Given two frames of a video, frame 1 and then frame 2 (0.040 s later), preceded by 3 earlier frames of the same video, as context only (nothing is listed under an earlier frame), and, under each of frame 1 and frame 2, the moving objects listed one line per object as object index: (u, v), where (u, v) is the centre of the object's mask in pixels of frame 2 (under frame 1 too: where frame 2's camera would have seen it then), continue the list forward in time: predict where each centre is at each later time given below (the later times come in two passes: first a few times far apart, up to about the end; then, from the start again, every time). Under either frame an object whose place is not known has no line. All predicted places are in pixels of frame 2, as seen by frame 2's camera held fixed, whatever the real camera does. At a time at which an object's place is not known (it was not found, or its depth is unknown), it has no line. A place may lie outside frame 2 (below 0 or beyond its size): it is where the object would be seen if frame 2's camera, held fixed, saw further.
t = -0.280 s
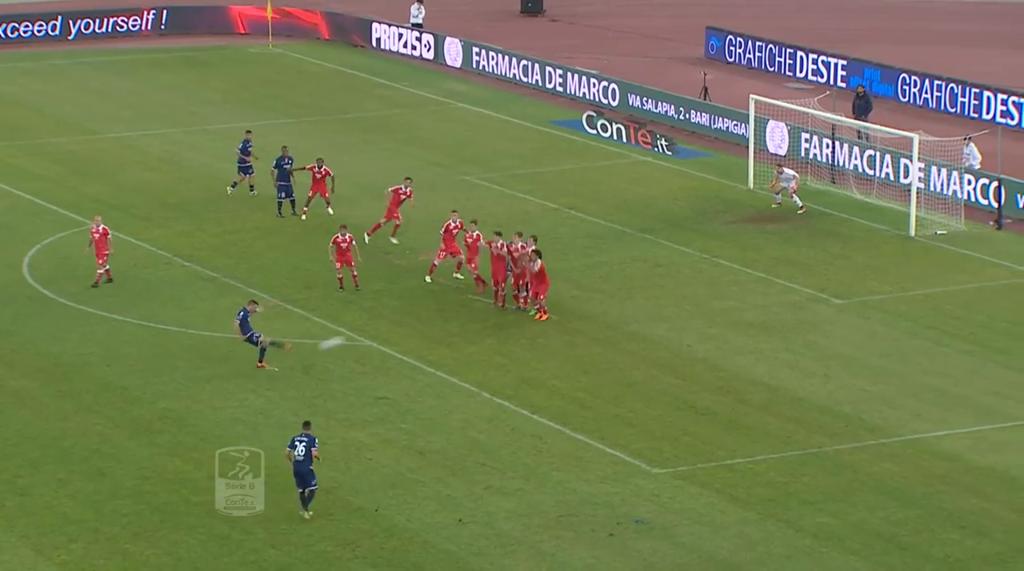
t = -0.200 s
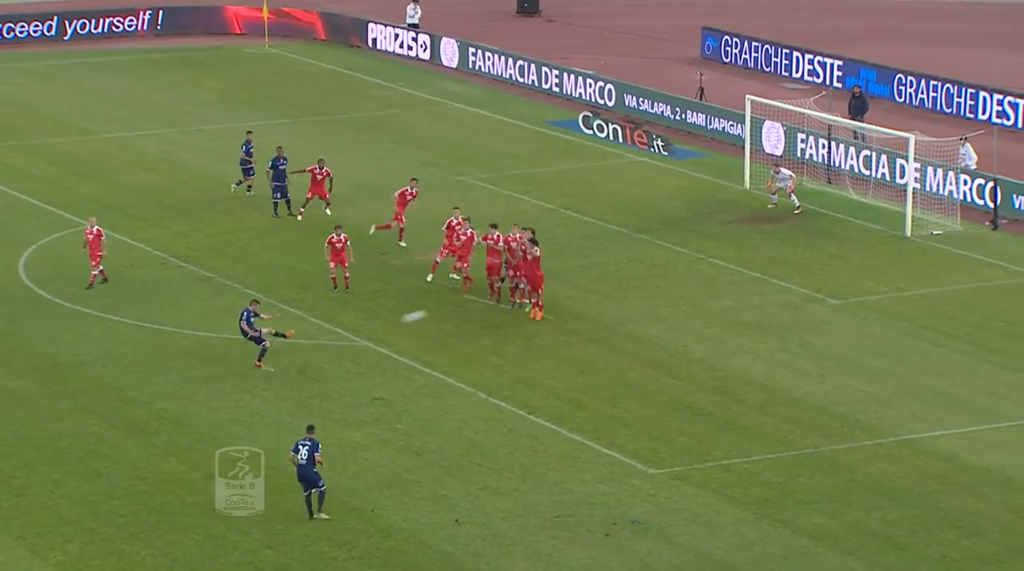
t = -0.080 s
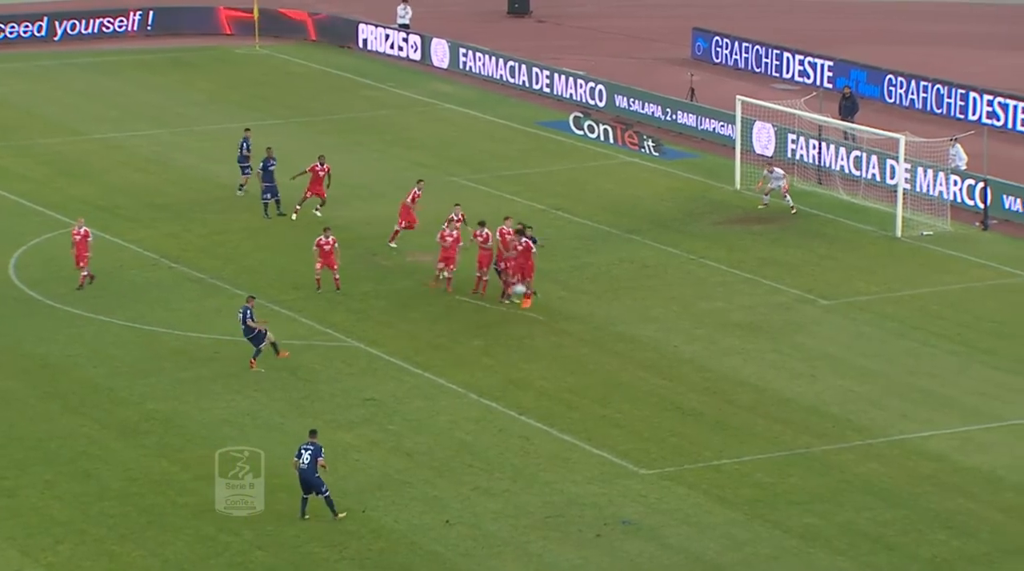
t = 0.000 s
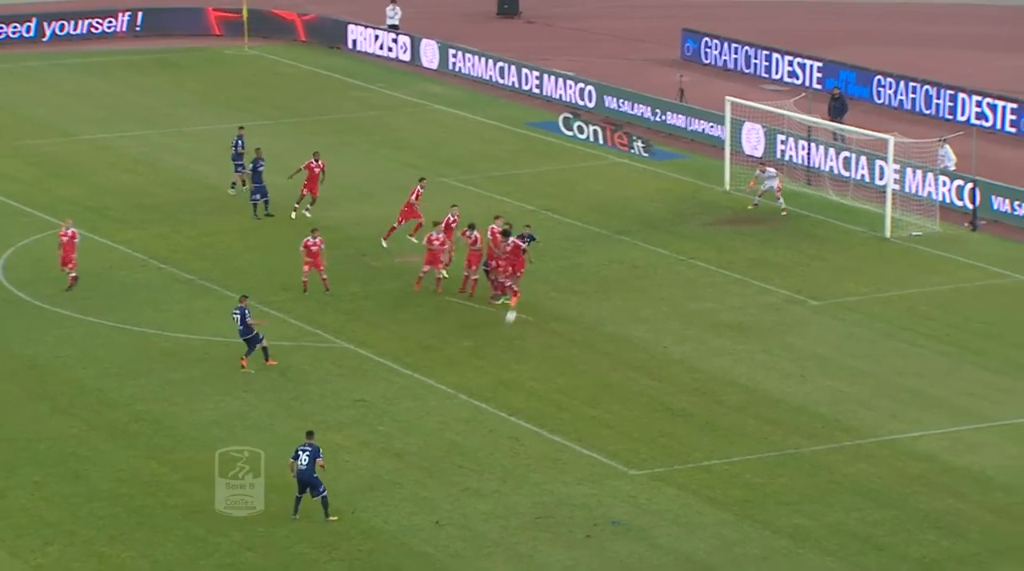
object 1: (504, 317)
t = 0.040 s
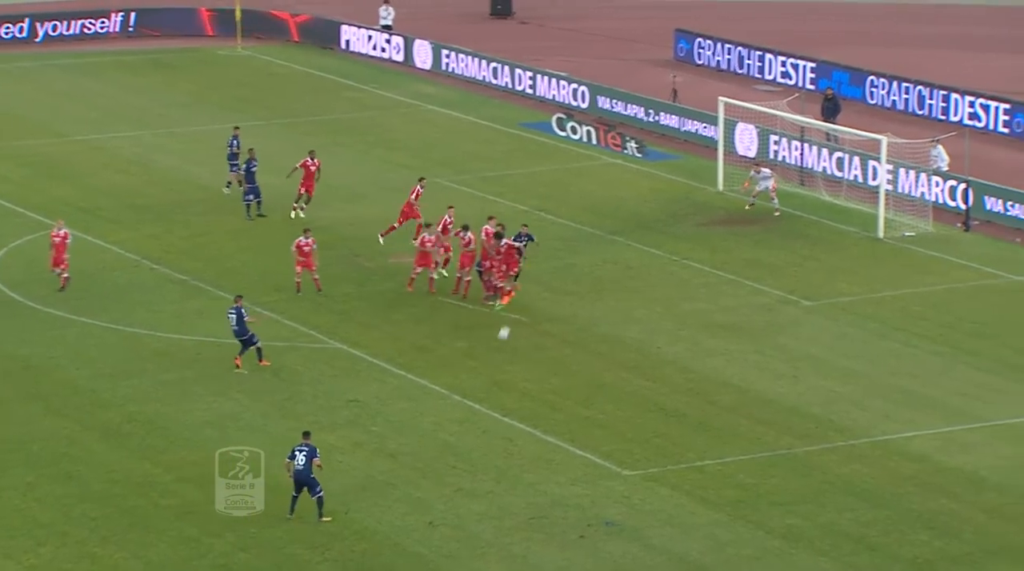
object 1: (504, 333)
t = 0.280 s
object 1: (502, 342)
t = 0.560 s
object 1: (510, 378)
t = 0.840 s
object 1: (528, 455)
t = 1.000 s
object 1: (529, 455)
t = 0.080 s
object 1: (503, 343)
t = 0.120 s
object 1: (503, 341)
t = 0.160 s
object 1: (502, 340)
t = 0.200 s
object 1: (502, 340)
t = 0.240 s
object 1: (502, 340)
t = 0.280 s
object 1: (502, 342)
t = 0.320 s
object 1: (503, 344)
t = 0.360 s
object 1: (503, 347)
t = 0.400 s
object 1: (504, 352)
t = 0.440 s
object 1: (506, 357)
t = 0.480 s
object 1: (507, 363)
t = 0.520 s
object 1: (509, 370)
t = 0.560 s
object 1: (510, 378)
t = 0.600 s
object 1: (513, 386)
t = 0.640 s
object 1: (515, 396)
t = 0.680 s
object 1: (518, 406)
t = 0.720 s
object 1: (520, 417)
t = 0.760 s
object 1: (523, 430)
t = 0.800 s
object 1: (526, 442)
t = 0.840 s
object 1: (528, 455)
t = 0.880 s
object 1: (528, 455)
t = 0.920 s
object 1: (528, 454)
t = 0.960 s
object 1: (529, 454)
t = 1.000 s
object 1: (529, 455)
